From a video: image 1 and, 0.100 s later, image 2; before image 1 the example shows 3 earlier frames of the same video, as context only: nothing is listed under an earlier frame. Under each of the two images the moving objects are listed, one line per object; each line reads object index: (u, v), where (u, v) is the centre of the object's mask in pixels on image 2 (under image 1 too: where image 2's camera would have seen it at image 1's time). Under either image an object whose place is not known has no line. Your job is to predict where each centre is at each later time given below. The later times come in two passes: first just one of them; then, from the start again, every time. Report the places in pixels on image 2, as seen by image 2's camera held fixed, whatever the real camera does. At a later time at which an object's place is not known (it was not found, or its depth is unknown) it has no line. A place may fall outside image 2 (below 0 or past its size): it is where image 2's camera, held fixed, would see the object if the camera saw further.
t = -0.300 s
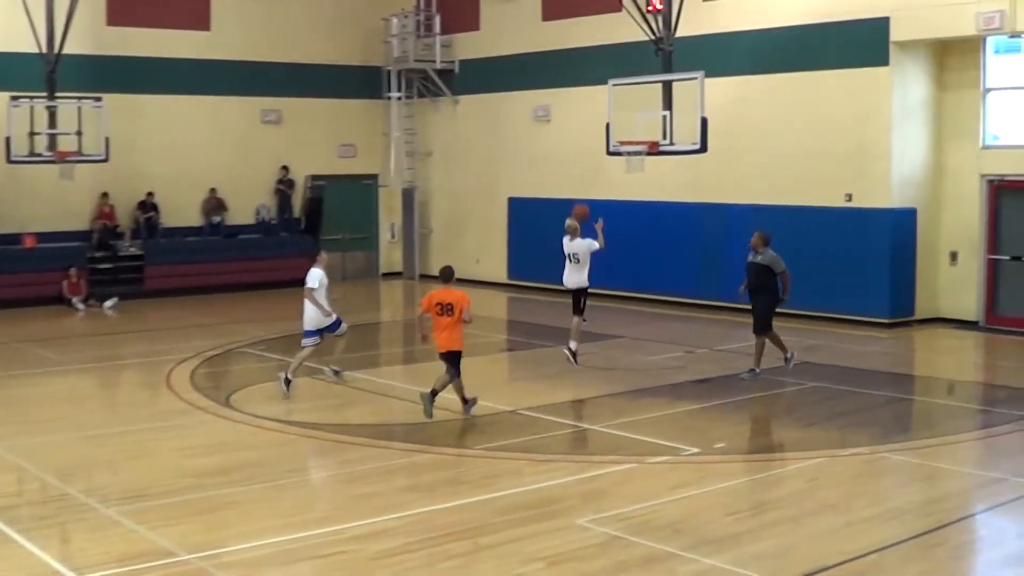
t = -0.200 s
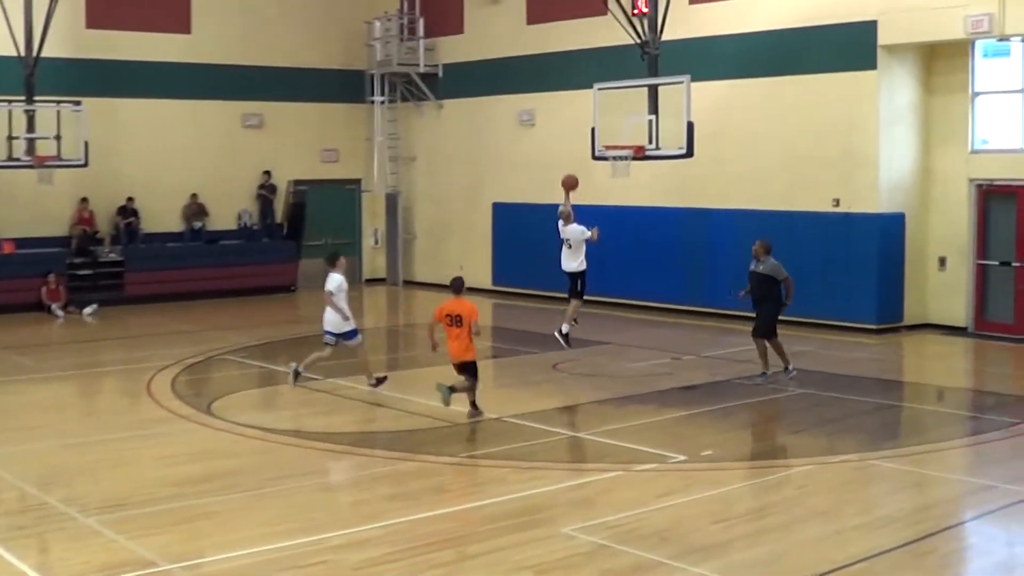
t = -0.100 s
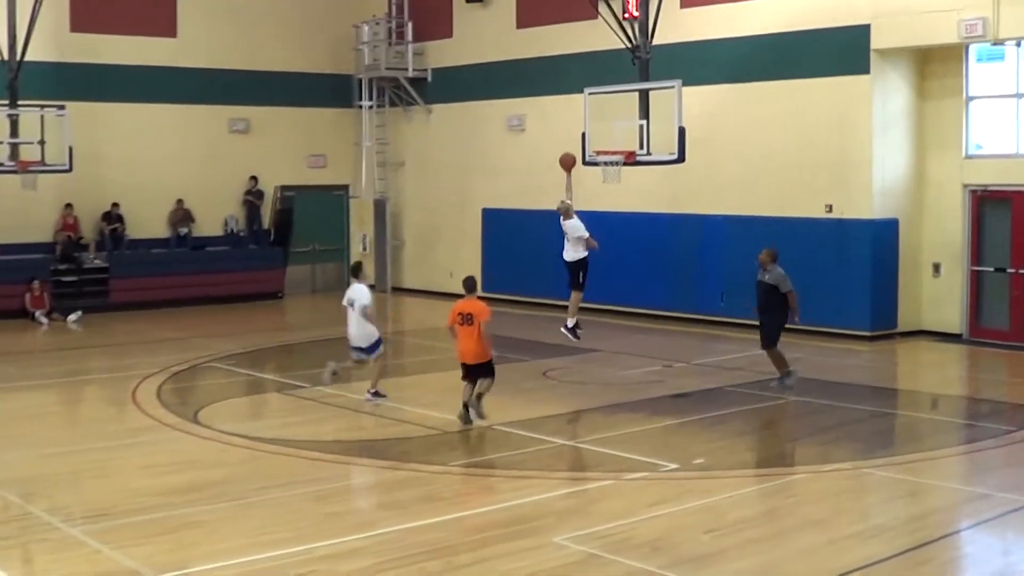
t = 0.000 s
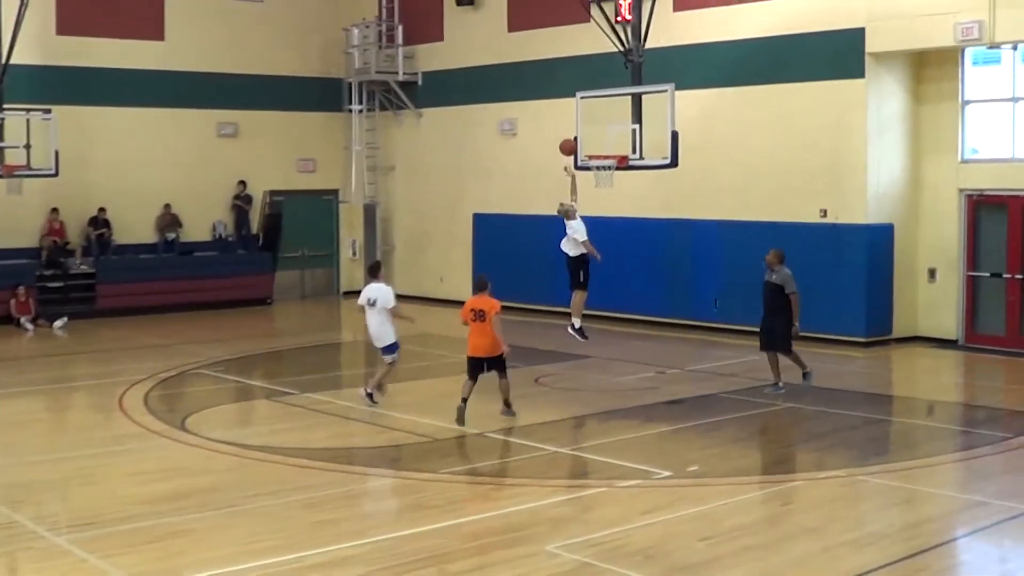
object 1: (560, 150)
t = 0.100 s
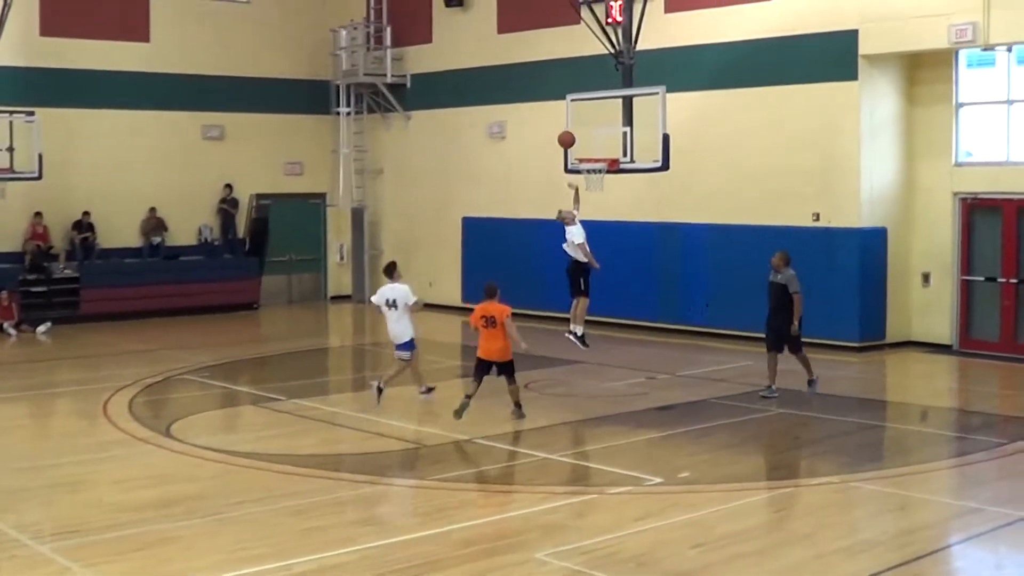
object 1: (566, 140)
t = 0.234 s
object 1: (574, 137)
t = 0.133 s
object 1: (568, 138)
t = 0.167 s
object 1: (570, 137)
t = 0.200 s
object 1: (572, 137)
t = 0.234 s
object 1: (574, 137)
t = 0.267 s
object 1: (576, 139)
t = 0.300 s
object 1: (578, 141)
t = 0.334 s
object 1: (580, 144)
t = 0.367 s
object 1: (582, 148)
